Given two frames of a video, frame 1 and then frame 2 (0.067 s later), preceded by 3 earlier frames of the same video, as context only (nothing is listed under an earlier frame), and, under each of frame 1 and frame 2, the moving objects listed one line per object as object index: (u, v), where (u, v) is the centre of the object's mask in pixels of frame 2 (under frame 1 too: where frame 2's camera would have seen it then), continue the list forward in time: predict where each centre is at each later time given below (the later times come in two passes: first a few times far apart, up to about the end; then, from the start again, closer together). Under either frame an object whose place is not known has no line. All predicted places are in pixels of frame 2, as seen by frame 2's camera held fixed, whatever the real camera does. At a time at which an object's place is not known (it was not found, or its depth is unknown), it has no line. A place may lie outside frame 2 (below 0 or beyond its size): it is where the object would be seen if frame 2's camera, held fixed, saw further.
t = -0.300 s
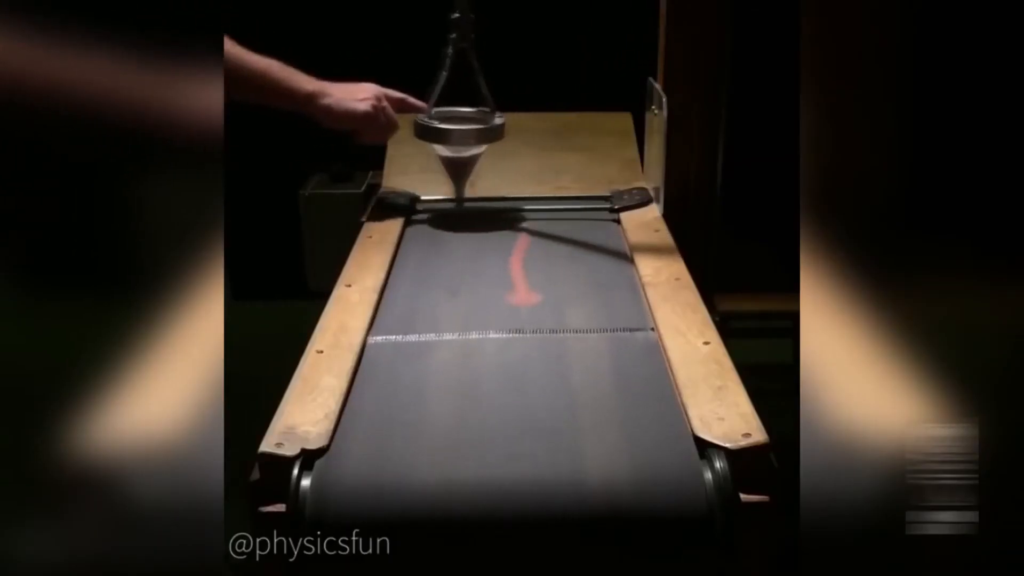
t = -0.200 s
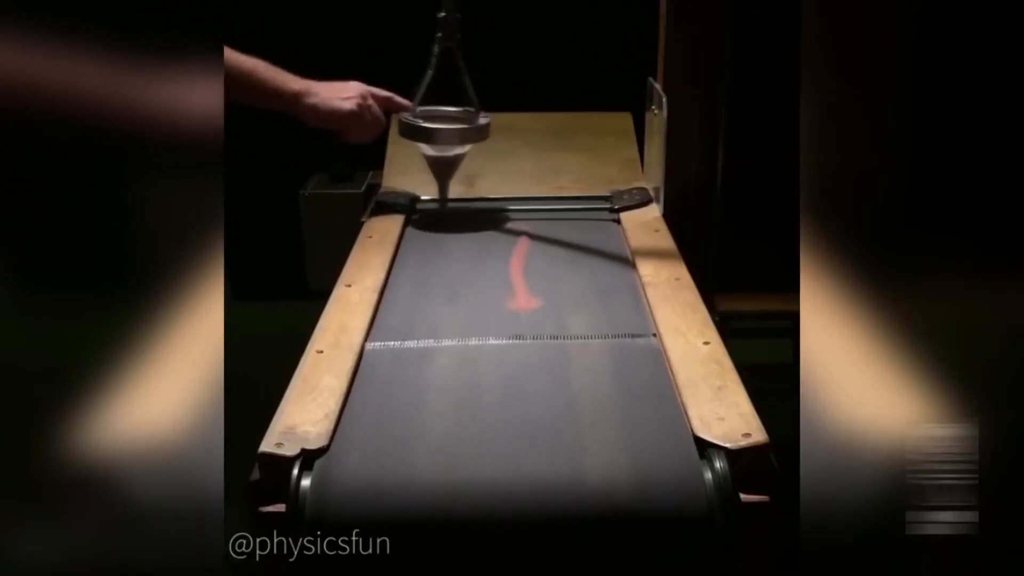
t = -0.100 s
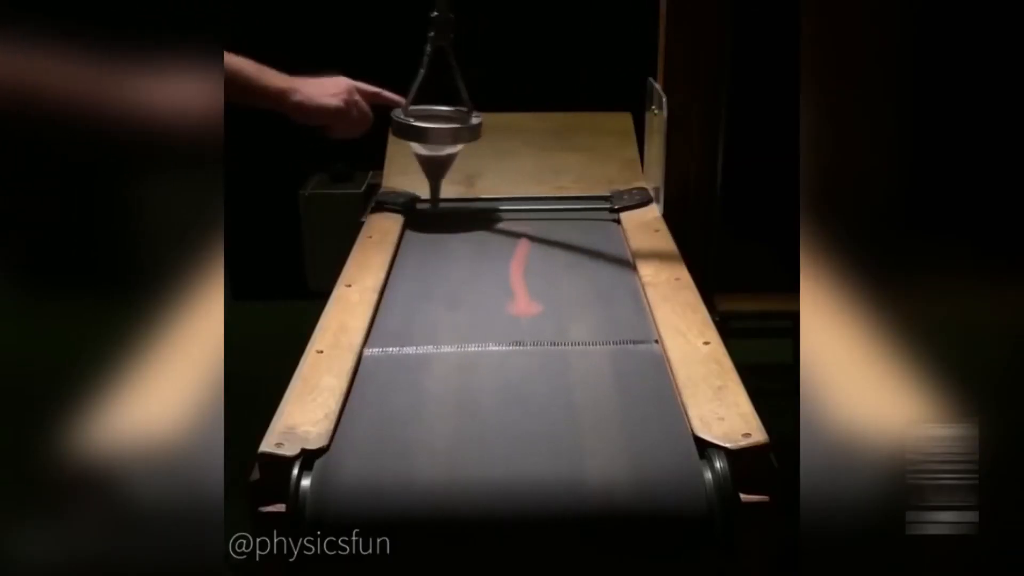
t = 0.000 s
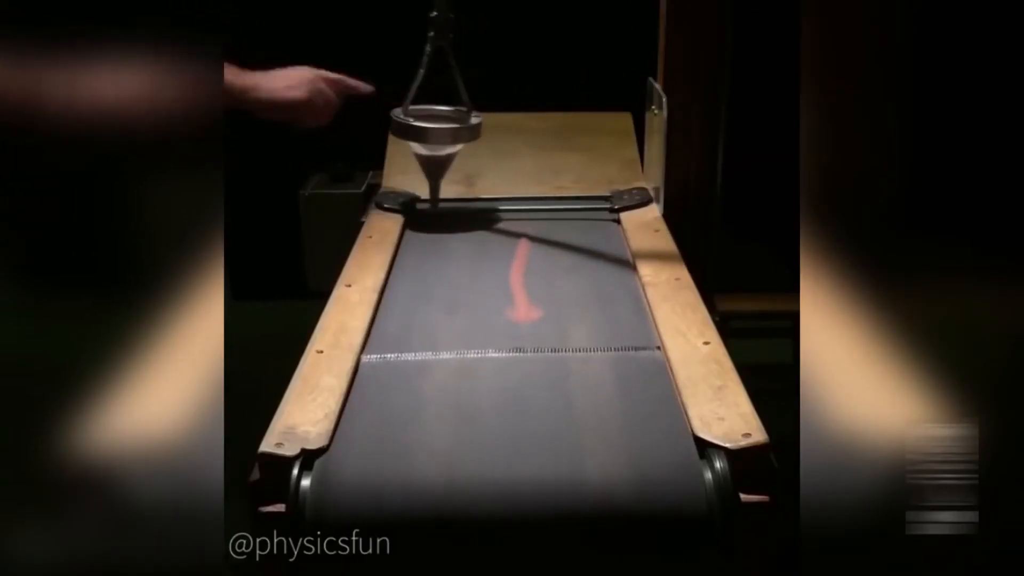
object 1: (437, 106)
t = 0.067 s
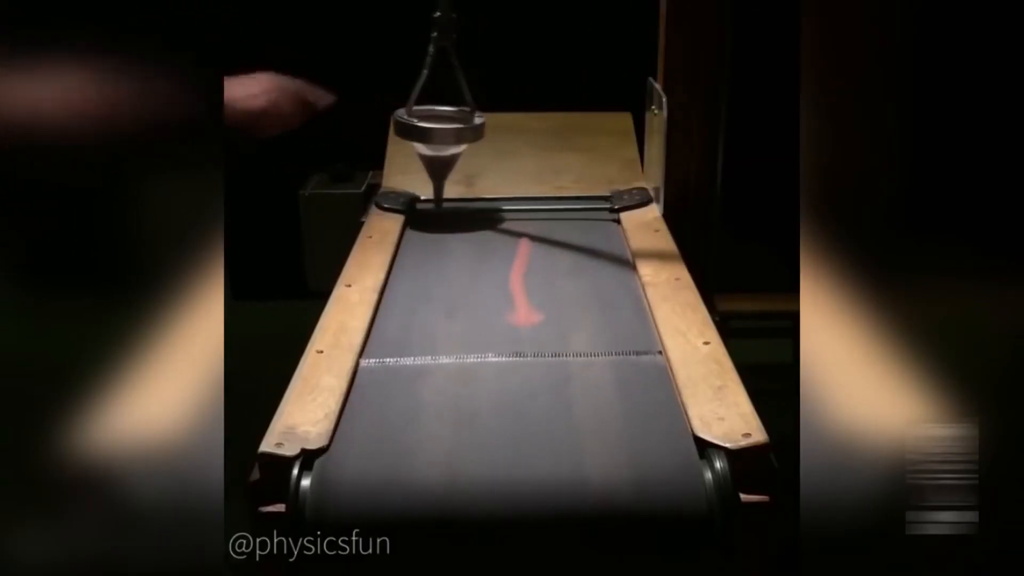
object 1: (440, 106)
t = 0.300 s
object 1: (474, 107)
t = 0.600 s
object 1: (542, 107)
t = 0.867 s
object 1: (587, 103)
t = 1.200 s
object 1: (579, 103)
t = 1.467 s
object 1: (528, 105)
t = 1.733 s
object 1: (469, 106)
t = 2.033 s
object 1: (442, 106)
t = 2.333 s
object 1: (471, 107)
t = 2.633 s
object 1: (534, 106)
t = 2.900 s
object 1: (580, 103)
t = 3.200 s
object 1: (582, 103)
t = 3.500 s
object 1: (534, 106)
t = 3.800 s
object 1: (472, 106)
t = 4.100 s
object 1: (447, 107)
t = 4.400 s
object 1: (475, 108)
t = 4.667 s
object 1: (528, 105)
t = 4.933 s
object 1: (572, 104)
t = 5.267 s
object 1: (577, 104)
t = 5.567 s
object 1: (531, 105)
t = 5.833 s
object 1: (479, 106)
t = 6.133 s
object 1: (452, 106)
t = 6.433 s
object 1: (475, 108)
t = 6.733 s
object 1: (529, 106)
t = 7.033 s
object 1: (573, 105)
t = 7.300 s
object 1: (574, 104)
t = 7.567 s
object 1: (539, 105)
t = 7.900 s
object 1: (479, 107)
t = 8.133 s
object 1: (458, 107)
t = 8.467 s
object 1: (476, 107)
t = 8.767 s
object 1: (526, 107)
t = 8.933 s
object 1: (552, 106)
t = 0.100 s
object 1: (443, 106)
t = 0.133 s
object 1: (447, 106)
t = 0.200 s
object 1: (456, 107)
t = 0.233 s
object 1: (462, 107)
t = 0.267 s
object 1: (468, 107)
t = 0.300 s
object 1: (474, 107)
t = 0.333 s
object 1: (481, 108)
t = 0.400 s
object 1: (496, 107)
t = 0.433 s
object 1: (503, 107)
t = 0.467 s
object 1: (511, 108)
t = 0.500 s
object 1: (519, 107)
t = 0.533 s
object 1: (527, 107)
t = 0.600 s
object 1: (542, 107)
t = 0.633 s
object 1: (550, 106)
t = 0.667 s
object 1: (557, 106)
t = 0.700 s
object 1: (563, 105)
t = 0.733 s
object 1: (569, 105)
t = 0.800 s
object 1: (580, 104)
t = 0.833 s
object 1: (584, 104)
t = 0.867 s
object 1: (587, 103)
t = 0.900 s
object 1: (590, 103)
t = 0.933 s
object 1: (592, 103)
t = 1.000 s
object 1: (593, 104)
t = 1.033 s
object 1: (593, 104)
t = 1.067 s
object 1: (592, 103)
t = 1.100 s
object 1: (590, 104)
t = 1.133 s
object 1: (587, 104)
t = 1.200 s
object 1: (579, 103)
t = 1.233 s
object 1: (575, 104)
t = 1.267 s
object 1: (569, 105)
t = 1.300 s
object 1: (563, 105)
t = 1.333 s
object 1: (557, 105)
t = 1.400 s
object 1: (543, 106)
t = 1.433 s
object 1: (535, 106)
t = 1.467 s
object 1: (528, 105)
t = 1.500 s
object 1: (520, 106)
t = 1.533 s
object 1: (512, 106)
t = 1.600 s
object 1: (497, 106)
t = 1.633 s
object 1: (490, 107)
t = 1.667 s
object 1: (482, 107)
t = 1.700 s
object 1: (476, 106)
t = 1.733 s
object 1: (469, 106)
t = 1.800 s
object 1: (458, 107)
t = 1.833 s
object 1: (454, 106)
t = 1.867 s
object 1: (450, 105)
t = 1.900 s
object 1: (447, 106)
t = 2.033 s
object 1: (442, 106)
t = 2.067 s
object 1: (442, 106)
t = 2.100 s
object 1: (443, 107)
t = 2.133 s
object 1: (445, 107)
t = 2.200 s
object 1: (451, 106)
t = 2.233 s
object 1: (455, 107)
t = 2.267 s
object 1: (460, 107)
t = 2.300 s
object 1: (465, 107)
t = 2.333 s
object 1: (471, 107)
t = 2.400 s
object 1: (483, 108)
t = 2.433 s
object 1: (490, 107)
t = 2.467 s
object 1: (497, 107)
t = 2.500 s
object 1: (504, 108)
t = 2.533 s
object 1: (511, 107)
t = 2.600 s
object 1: (526, 106)
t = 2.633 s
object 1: (534, 106)
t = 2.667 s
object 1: (541, 106)
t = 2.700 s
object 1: (547, 105)
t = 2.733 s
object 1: (554, 105)
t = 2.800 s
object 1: (566, 105)
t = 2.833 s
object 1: (571, 104)
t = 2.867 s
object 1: (576, 102)
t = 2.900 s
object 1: (580, 103)
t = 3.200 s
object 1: (582, 103)
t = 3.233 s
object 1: (579, 104)
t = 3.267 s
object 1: (575, 104)
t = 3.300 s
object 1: (570, 105)
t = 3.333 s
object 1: (565, 105)
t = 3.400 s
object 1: (554, 104)
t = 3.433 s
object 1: (547, 105)
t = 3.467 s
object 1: (541, 105)
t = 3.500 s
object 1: (534, 106)
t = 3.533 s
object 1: (527, 105)
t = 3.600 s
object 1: (512, 106)
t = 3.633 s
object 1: (505, 105)
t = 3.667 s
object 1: (498, 106)
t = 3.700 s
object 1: (491, 106)
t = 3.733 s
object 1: (484, 106)
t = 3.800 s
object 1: (472, 106)
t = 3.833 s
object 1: (467, 107)
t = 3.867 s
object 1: (462, 106)
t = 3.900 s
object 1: (458, 106)
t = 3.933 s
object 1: (454, 107)
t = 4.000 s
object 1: (449, 106)
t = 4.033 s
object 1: (448, 108)
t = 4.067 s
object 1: (447, 107)
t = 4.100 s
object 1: (447, 107)
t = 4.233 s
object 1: (453, 107)
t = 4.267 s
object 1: (456, 107)
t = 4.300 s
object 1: (460, 107)
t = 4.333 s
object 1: (465, 107)
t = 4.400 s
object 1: (475, 108)
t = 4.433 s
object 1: (481, 107)
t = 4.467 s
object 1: (487, 107)
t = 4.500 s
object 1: (493, 107)
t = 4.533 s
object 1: (500, 107)
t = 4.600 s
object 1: (513, 107)
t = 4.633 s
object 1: (520, 107)
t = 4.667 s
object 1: (528, 105)
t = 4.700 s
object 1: (534, 106)
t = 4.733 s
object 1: (540, 105)
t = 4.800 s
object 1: (553, 105)
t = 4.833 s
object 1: (559, 106)
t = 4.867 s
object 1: (564, 105)
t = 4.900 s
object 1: (568, 105)
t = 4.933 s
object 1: (572, 104)
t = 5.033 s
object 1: (581, 103)
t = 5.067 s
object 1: (582, 103)
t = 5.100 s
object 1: (583, 104)
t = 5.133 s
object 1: (583, 104)
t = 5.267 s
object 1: (577, 104)
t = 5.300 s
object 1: (574, 103)
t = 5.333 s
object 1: (570, 104)
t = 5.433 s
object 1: (555, 105)
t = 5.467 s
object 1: (549, 105)
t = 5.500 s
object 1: (543, 105)
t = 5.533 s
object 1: (537, 105)
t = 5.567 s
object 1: (531, 105)
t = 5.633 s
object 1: (517, 106)
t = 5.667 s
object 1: (510, 105)
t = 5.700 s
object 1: (504, 105)
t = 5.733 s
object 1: (497, 106)
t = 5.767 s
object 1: (491, 105)
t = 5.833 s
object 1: (479, 106)
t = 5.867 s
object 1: (474, 107)
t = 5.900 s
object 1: (470, 106)
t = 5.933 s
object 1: (465, 106)
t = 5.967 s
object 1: (461, 107)
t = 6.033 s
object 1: (456, 108)
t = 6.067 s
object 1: (454, 107)
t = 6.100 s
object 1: (453, 106)
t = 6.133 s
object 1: (452, 106)
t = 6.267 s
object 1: (457, 107)
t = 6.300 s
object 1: (459, 107)
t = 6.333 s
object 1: (462, 107)
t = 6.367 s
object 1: (466, 107)
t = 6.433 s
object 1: (475, 108)
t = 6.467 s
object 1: (480, 107)
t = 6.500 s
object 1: (485, 107)
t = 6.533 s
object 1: (491, 108)
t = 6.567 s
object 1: (497, 107)
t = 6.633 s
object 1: (510, 107)
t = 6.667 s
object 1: (516, 106)
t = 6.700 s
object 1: (523, 106)
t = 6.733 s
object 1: (529, 106)
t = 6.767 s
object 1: (535, 107)
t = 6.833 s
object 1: (547, 106)
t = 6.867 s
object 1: (552, 106)
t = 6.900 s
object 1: (557, 106)
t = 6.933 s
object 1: (562, 105)
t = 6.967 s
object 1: (567, 106)
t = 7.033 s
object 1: (573, 105)
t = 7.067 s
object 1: (575, 103)
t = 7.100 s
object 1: (577, 104)
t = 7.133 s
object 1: (578, 105)
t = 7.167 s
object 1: (578, 105)
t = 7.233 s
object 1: (577, 105)
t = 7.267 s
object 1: (576, 105)
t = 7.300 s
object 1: (574, 104)
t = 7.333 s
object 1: (571, 105)
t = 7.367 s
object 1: (568, 105)
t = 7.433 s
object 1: (560, 106)
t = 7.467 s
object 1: (555, 105)
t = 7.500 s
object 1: (550, 105)
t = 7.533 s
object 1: (545, 105)
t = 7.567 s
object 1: (539, 105)
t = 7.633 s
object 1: (527, 105)
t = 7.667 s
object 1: (520, 107)
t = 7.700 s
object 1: (514, 106)
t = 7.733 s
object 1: (508, 106)
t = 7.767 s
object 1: (502, 106)
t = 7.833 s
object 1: (490, 106)
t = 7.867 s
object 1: (484, 106)
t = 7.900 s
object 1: (479, 107)
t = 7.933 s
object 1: (475, 107)
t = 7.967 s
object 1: (471, 107)
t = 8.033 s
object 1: (464, 107)
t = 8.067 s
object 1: (461, 107)
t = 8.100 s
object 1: (459, 107)
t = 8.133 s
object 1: (458, 107)
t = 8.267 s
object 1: (458, 107)
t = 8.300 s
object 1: (460, 107)
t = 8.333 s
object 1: (462, 107)
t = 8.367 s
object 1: (465, 107)
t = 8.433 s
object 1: (472, 107)
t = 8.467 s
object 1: (476, 107)
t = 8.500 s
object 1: (480, 108)
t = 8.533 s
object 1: (485, 107)
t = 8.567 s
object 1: (491, 107)
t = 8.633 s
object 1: (502, 107)
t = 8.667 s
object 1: (508, 107)
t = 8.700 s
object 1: (513, 107)
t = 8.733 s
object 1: (520, 106)
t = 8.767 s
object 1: (526, 107)
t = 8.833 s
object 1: (537, 107)
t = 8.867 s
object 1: (542, 107)
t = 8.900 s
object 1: (548, 107)
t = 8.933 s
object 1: (552, 106)
